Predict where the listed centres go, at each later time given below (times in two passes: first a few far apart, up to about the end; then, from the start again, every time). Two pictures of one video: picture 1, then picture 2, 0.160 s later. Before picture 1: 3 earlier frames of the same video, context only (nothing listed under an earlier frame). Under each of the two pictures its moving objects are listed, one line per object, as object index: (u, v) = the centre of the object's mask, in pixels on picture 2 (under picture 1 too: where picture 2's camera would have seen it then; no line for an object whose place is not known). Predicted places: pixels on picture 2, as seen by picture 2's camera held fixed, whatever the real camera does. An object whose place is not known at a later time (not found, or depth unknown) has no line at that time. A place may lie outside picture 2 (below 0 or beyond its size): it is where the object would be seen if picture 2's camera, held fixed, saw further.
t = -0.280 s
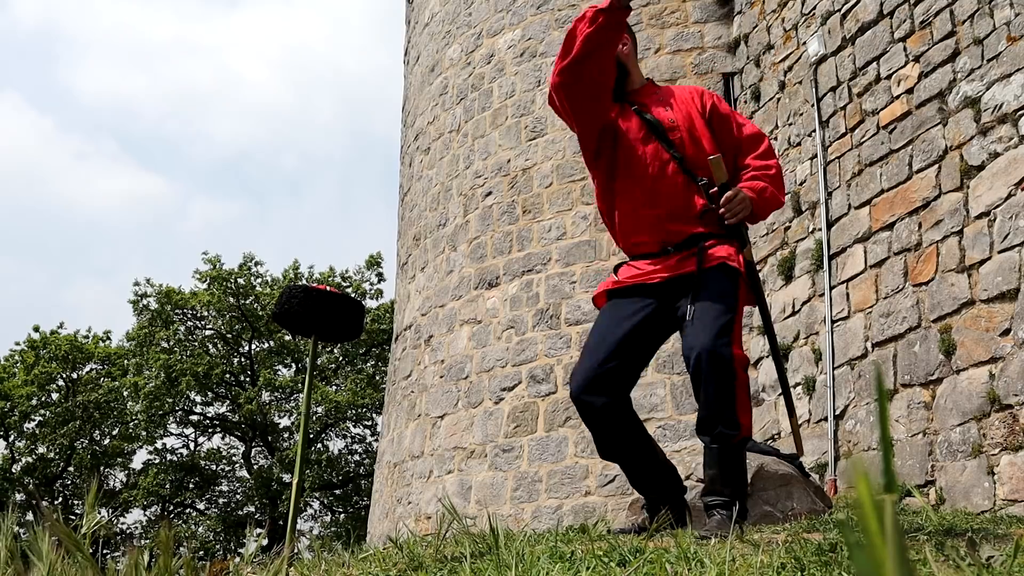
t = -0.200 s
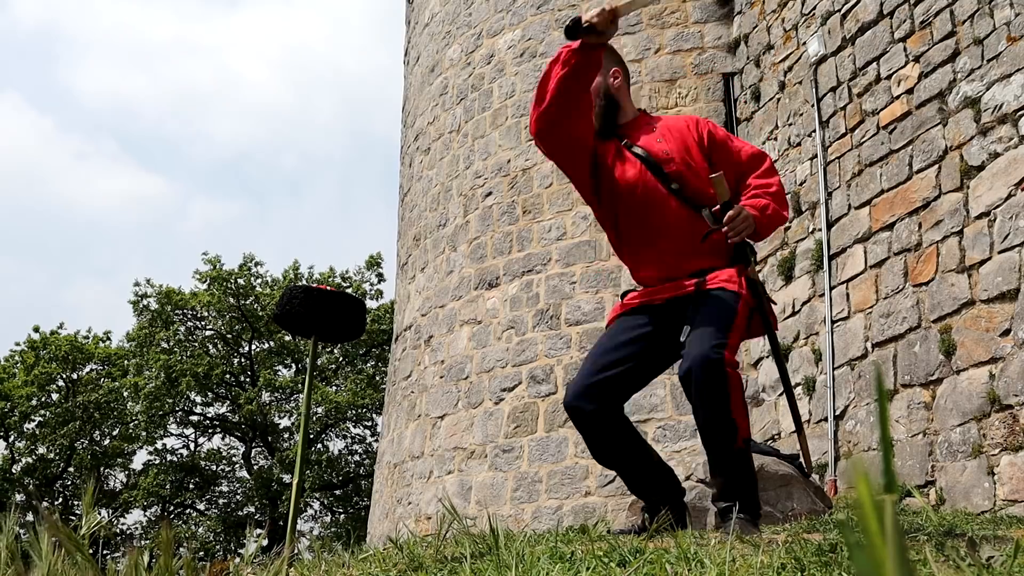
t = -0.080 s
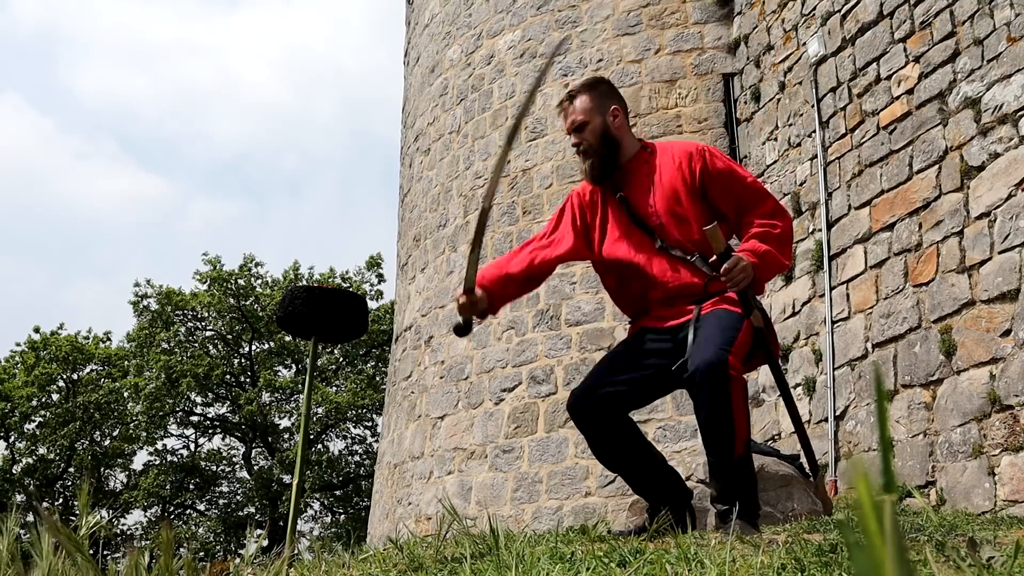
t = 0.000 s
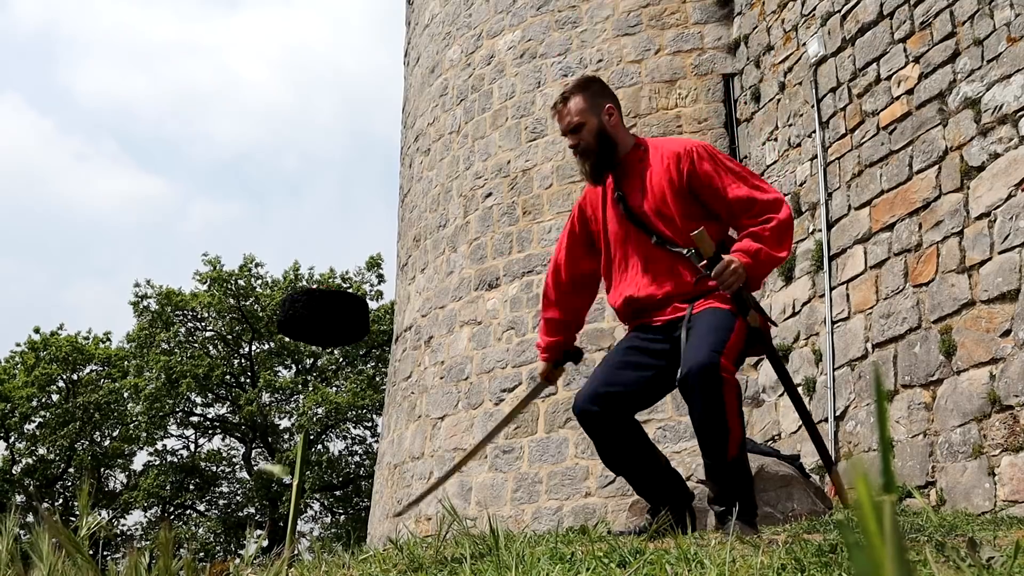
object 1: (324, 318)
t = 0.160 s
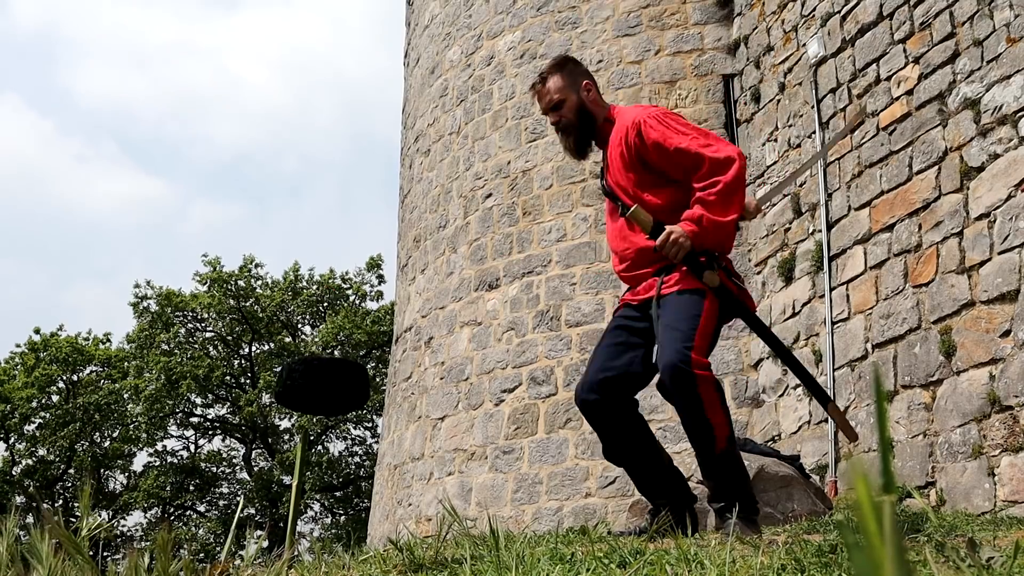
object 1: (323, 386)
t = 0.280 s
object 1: (319, 465)
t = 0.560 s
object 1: (306, 461)
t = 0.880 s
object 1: (316, 461)
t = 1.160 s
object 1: (295, 459)
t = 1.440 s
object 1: (318, 459)
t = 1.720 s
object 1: (300, 460)
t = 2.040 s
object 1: (304, 461)
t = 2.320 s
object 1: (316, 460)
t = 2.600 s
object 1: (293, 458)
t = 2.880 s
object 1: (307, 460)
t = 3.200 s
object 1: (308, 460)
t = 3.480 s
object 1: (295, 459)
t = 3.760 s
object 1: (315, 460)
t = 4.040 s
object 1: (304, 461)
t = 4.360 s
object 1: (301, 461)
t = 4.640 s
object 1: (316, 460)
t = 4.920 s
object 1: (297, 460)
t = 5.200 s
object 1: (304, 461)
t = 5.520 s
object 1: (313, 461)
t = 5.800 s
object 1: (296, 460)
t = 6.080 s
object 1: (311, 461)
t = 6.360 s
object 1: (307, 461)
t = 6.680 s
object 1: (298, 460)
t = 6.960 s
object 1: (314, 461)
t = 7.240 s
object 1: (302, 461)
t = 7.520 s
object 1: (302, 461)
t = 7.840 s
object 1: (314, 461)
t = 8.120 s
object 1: (297, 460)
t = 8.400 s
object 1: (308, 461)
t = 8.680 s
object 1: (311, 462)
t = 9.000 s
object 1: (298, 460)
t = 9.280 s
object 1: (313, 462)
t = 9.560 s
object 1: (305, 461)
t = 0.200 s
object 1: (322, 418)
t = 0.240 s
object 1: (321, 458)
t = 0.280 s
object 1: (319, 465)
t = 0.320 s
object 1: (303, 462)
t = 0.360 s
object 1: (293, 461)
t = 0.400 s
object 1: (291, 459)
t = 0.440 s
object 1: (293, 460)
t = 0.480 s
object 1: (296, 460)
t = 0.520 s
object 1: (301, 461)
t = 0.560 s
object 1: (306, 461)
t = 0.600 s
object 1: (312, 461)
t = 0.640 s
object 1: (316, 460)
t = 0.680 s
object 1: (319, 458)
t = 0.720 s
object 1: (321, 458)
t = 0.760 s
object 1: (323, 457)
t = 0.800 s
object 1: (322, 458)
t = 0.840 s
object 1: (319, 459)
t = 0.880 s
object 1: (316, 461)
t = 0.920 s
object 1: (311, 462)
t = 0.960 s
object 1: (305, 461)
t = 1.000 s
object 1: (299, 461)
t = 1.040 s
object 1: (295, 460)
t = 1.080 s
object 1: (293, 459)
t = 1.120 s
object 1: (293, 459)
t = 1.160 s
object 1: (295, 459)
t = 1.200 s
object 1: (298, 460)
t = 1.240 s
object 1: (302, 461)
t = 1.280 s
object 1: (305, 461)
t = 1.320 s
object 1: (309, 461)
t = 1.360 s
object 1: (314, 461)
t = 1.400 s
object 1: (317, 460)
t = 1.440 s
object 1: (318, 459)
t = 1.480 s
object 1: (318, 459)
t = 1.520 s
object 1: (318, 460)
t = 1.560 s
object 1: (315, 461)
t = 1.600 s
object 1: (313, 462)
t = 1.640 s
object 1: (307, 460)
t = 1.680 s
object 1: (304, 461)
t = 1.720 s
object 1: (300, 460)
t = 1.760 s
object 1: (298, 460)
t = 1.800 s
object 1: (295, 459)
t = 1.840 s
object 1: (295, 459)
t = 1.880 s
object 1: (295, 459)
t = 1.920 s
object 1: (296, 460)
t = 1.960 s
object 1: (298, 460)
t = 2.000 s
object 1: (301, 461)
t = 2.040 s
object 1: (304, 461)
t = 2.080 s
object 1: (307, 461)
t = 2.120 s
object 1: (312, 461)
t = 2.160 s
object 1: (315, 460)
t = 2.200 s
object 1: (317, 460)
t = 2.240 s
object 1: (318, 459)
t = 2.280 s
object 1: (317, 459)
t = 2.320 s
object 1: (316, 460)
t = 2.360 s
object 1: (314, 461)
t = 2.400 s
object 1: (310, 461)
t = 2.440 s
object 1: (305, 460)
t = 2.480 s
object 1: (302, 461)
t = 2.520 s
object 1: (299, 460)
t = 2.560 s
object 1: (296, 459)
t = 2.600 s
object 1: (293, 458)
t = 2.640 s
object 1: (293, 458)
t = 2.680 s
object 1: (294, 458)
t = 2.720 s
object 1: (297, 460)
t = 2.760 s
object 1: (298, 460)
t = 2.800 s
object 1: (302, 461)
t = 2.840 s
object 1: (305, 461)
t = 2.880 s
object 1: (307, 460)
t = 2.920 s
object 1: (313, 461)
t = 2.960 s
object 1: (315, 460)
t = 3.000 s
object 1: (316, 460)
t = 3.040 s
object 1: (317, 460)
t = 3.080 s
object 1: (316, 460)
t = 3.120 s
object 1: (315, 461)
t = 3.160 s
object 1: (313, 461)
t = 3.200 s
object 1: (308, 460)
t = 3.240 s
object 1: (305, 461)
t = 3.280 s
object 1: (303, 461)
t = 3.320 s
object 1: (298, 460)
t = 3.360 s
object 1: (296, 459)
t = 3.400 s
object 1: (295, 459)
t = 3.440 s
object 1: (295, 459)
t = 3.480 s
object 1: (295, 459)
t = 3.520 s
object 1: (296, 460)
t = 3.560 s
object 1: (299, 460)
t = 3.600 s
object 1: (303, 461)
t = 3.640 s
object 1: (306, 461)
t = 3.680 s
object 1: (310, 461)
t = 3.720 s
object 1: (313, 461)
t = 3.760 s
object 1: (315, 460)
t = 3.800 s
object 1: (317, 460)
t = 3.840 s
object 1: (317, 460)
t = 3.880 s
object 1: (316, 460)
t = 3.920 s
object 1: (314, 461)
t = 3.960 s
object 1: (311, 461)
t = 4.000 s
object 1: (308, 461)
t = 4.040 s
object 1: (304, 461)
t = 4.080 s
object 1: (301, 461)
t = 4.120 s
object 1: (298, 460)
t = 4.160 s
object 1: (296, 459)
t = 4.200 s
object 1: (295, 459)
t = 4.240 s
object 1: (295, 459)
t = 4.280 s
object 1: (296, 459)
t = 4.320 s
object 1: (298, 460)
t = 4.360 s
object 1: (301, 461)
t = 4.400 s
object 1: (303, 461)
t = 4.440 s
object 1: (306, 461)
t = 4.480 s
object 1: (309, 460)
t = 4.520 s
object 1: (314, 461)
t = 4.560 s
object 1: (315, 460)
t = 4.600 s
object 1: (316, 460)
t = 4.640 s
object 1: (316, 460)
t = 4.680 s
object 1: (315, 461)
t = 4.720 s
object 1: (313, 461)
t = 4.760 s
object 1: (310, 461)
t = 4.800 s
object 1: (306, 461)
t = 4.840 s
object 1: (303, 461)
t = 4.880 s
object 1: (300, 460)
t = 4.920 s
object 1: (297, 460)
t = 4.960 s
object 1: (295, 460)
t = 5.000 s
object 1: (296, 460)
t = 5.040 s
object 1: (295, 460)
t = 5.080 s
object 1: (296, 460)
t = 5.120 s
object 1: (298, 460)
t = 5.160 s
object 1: (302, 461)
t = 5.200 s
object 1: (304, 461)
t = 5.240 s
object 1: (308, 461)
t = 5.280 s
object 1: (311, 461)
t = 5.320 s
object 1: (314, 461)
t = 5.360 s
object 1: (316, 461)
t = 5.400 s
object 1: (316, 461)
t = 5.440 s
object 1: (316, 460)
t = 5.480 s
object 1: (315, 461)
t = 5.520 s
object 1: (313, 461)
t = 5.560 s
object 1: (309, 461)
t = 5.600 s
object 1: (306, 461)
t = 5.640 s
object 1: (303, 461)
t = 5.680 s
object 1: (300, 460)
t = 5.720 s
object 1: (297, 460)
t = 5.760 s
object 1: (296, 460)
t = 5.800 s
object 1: (296, 460)
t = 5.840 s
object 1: (296, 460)
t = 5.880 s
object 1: (297, 460)
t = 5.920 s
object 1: (300, 460)
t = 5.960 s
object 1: (303, 461)
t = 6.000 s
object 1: (305, 461)
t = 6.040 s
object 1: (308, 461)
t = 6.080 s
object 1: (311, 461)
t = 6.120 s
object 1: (314, 461)
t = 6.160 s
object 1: (315, 461)
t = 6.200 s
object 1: (315, 460)
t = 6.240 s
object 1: (315, 461)
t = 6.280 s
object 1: (313, 461)
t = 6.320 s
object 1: (311, 461)
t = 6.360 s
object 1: (307, 461)
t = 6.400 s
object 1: (305, 461)
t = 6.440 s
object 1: (302, 461)
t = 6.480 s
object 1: (299, 460)
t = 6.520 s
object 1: (296, 460)
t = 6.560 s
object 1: (296, 460)
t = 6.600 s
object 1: (296, 460)
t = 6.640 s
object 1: (296, 460)
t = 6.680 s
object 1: (298, 460)
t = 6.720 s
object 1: (301, 460)
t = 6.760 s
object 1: (304, 461)
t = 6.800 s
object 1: (306, 461)
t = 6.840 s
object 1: (309, 461)
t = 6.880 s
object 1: (312, 461)
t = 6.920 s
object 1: (313, 460)
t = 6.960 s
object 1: (314, 461)
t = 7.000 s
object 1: (315, 461)
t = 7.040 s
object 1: (314, 461)
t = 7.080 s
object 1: (312, 461)
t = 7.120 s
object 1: (310, 461)
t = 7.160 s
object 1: (307, 461)
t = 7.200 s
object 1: (304, 461)
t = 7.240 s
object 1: (302, 461)
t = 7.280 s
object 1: (300, 460)
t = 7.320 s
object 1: (297, 460)
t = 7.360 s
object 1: (296, 460)
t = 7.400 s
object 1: (297, 460)
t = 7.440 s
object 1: (297, 460)
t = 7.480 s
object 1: (300, 461)
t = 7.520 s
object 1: (302, 461)
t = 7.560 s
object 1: (304, 461)
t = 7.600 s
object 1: (307, 461)
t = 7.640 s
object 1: (309, 461)
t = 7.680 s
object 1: (312, 461)
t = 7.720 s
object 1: (314, 461)
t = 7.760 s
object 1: (314, 461)
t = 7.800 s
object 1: (314, 461)
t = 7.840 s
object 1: (314, 461)
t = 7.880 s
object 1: (311, 461)
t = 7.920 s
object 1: (308, 461)
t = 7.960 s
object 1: (306, 462)
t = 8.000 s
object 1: (304, 461)
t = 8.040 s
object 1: (301, 461)
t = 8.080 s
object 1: (299, 460)
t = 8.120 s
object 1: (297, 460)
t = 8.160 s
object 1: (298, 461)
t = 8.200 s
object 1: (297, 460)
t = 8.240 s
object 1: (298, 460)
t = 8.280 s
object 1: (300, 460)
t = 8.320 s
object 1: (303, 461)
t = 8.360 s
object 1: (306, 462)
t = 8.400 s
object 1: (308, 461)
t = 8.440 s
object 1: (311, 461)
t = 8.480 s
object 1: (313, 462)
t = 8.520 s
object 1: (314, 461)
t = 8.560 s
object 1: (314, 461)
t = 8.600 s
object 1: (314, 462)
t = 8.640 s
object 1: (312, 462)
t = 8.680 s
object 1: (311, 462)
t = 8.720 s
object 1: (308, 462)
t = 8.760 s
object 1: (305, 462)
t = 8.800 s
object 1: (303, 461)
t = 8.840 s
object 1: (301, 460)
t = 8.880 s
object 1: (299, 460)
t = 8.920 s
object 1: (298, 460)
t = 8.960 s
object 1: (298, 460)
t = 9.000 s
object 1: (298, 460)
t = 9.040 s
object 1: (299, 461)
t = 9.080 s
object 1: (301, 461)
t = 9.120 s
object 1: (304, 461)
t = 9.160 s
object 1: (306, 462)
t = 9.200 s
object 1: (308, 461)
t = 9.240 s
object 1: (310, 461)
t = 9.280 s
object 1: (313, 462)
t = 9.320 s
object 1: (314, 461)
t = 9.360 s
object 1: (314, 461)
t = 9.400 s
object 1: (314, 461)
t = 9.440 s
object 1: (312, 461)
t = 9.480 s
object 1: (310, 461)
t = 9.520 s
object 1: (307, 461)
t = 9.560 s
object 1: (305, 461)
